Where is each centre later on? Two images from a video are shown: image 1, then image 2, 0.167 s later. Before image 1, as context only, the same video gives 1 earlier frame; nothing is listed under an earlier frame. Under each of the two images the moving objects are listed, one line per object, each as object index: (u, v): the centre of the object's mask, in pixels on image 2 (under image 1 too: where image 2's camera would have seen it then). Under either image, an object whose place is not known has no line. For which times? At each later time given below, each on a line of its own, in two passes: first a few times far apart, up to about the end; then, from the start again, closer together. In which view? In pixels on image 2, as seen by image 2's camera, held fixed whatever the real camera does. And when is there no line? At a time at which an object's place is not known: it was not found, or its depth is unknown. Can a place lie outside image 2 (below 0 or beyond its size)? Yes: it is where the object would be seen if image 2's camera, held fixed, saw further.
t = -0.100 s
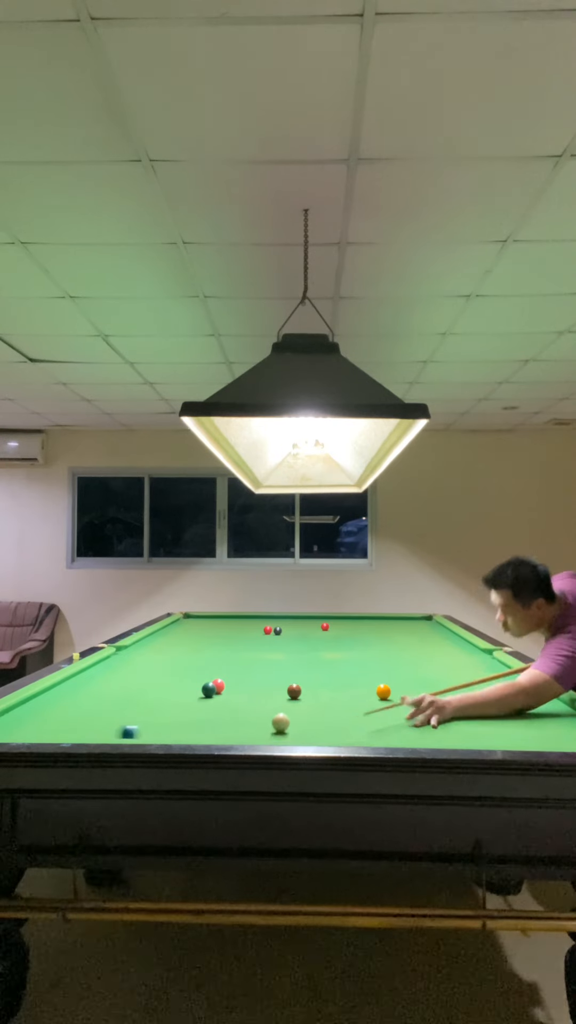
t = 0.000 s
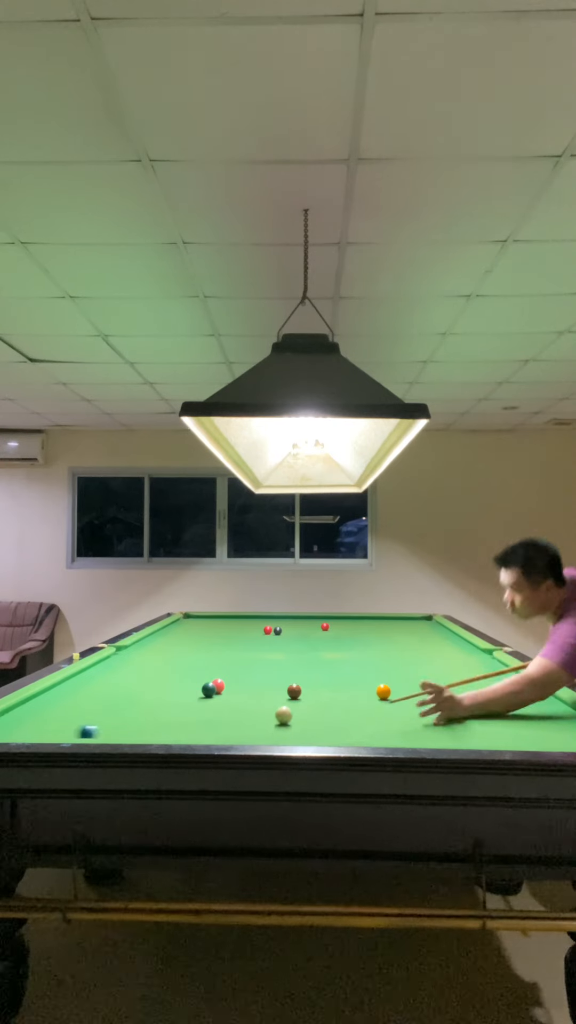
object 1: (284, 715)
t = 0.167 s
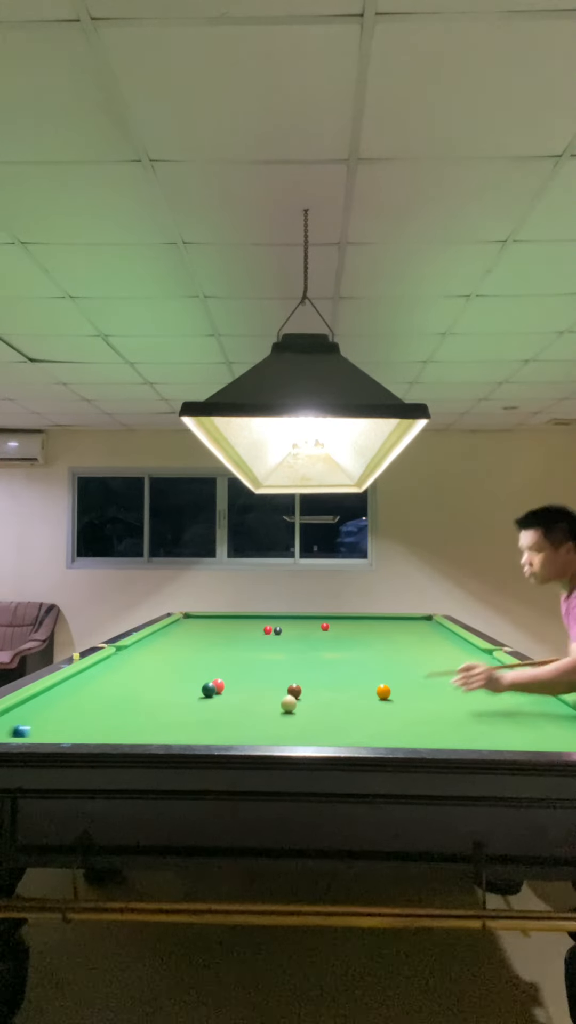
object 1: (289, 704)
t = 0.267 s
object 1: (291, 698)
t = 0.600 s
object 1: (294, 691)
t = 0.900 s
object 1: (295, 688)
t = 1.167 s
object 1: (296, 686)
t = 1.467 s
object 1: (297, 684)
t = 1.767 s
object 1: (299, 683)
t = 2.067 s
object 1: (300, 683)
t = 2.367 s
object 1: (300, 683)
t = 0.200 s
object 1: (289, 702)
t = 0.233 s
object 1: (290, 700)
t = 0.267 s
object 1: (291, 698)
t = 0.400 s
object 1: (293, 693)
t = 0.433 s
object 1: (293, 693)
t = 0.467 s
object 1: (293, 693)
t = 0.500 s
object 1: (293, 692)
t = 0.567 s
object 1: (294, 691)
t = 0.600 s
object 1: (294, 691)
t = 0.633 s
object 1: (294, 691)
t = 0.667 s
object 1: (294, 690)
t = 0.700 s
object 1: (294, 690)
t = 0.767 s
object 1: (294, 689)
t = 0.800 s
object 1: (295, 689)
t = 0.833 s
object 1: (295, 688)
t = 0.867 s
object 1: (295, 688)
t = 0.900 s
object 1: (295, 688)
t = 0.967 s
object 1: (295, 687)
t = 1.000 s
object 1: (295, 687)
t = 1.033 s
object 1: (295, 687)
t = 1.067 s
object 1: (295, 687)
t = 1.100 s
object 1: (295, 686)
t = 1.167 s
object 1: (296, 686)
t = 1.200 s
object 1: (296, 686)
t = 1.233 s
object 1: (296, 685)
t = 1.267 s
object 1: (296, 685)
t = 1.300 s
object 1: (296, 685)
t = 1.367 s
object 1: (297, 685)
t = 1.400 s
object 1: (297, 685)
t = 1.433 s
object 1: (297, 684)
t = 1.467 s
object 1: (297, 684)
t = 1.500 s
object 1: (298, 684)
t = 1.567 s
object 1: (298, 684)
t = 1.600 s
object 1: (298, 684)
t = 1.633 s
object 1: (298, 684)
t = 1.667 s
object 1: (299, 684)
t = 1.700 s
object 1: (299, 684)
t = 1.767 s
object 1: (299, 683)
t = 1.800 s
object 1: (299, 683)
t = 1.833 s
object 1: (299, 683)
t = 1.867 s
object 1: (299, 683)
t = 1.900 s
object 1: (300, 683)
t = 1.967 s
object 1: (300, 683)
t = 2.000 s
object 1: (300, 683)
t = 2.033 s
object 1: (300, 683)
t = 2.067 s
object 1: (300, 683)
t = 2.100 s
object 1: (300, 683)
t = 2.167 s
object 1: (300, 683)
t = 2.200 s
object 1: (300, 683)
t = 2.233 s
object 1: (300, 683)
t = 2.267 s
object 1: (300, 683)
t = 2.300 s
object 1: (300, 683)
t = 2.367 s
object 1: (300, 683)
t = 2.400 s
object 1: (300, 683)
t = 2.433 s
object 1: (300, 683)
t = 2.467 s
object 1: (300, 683)
